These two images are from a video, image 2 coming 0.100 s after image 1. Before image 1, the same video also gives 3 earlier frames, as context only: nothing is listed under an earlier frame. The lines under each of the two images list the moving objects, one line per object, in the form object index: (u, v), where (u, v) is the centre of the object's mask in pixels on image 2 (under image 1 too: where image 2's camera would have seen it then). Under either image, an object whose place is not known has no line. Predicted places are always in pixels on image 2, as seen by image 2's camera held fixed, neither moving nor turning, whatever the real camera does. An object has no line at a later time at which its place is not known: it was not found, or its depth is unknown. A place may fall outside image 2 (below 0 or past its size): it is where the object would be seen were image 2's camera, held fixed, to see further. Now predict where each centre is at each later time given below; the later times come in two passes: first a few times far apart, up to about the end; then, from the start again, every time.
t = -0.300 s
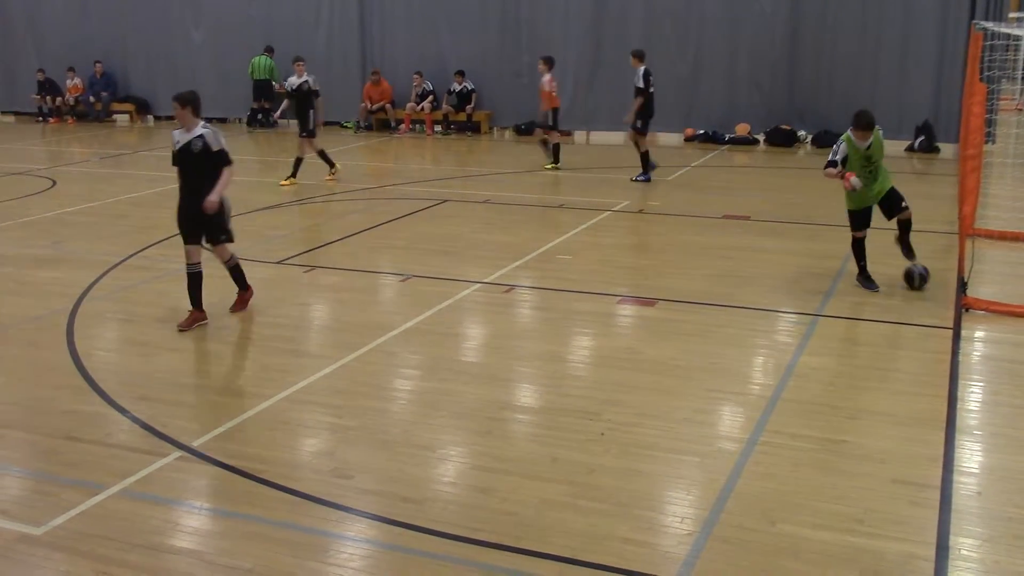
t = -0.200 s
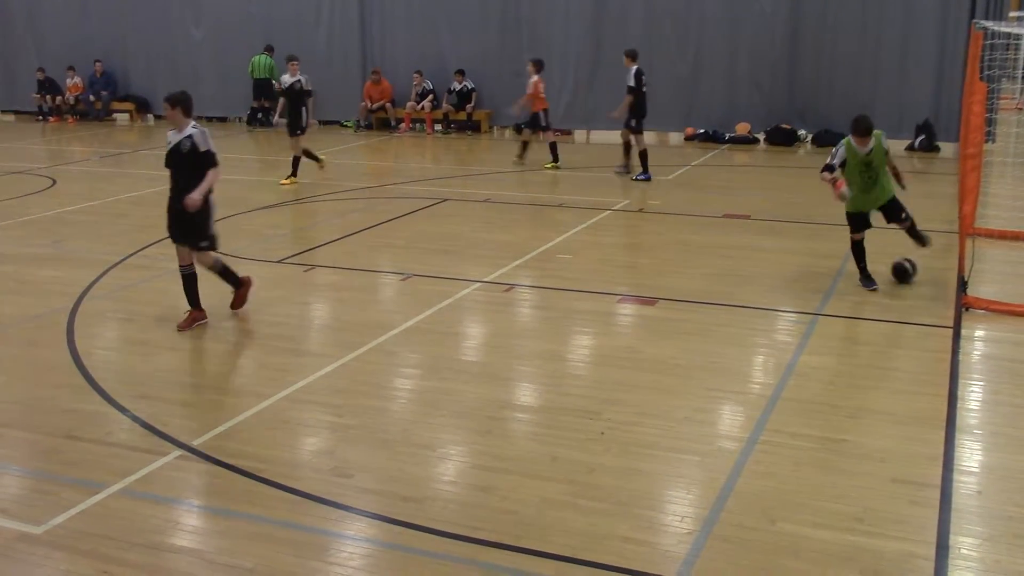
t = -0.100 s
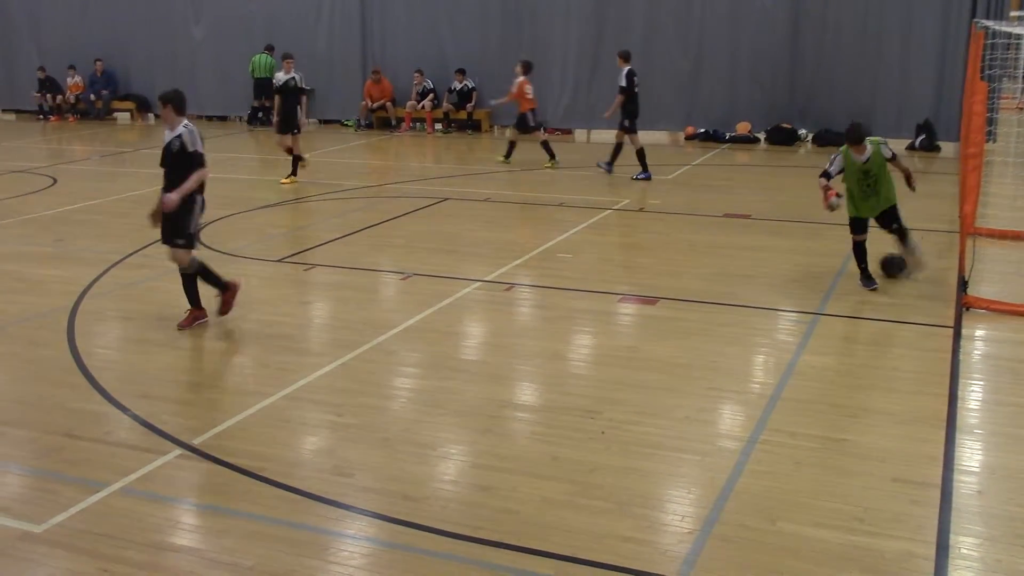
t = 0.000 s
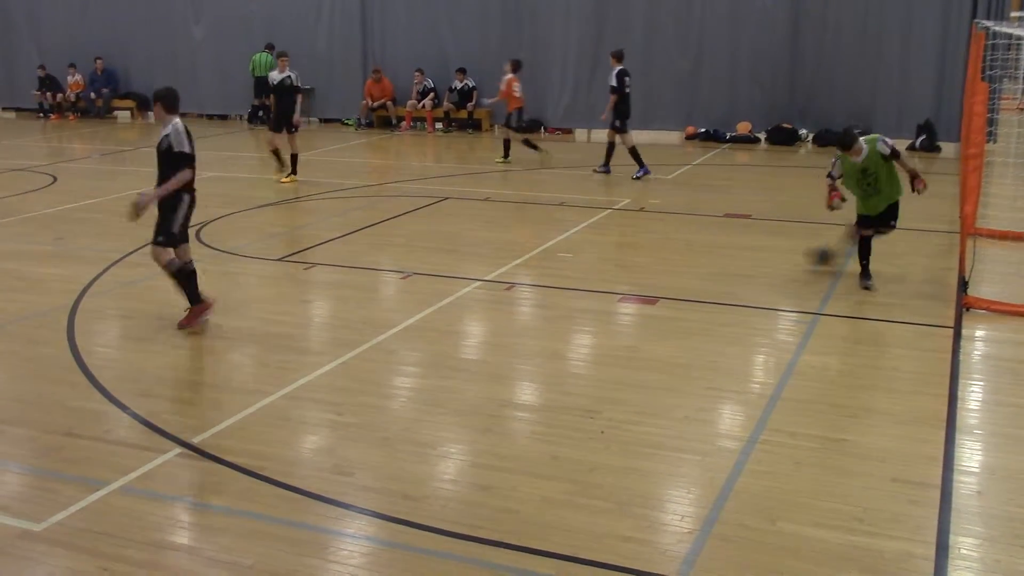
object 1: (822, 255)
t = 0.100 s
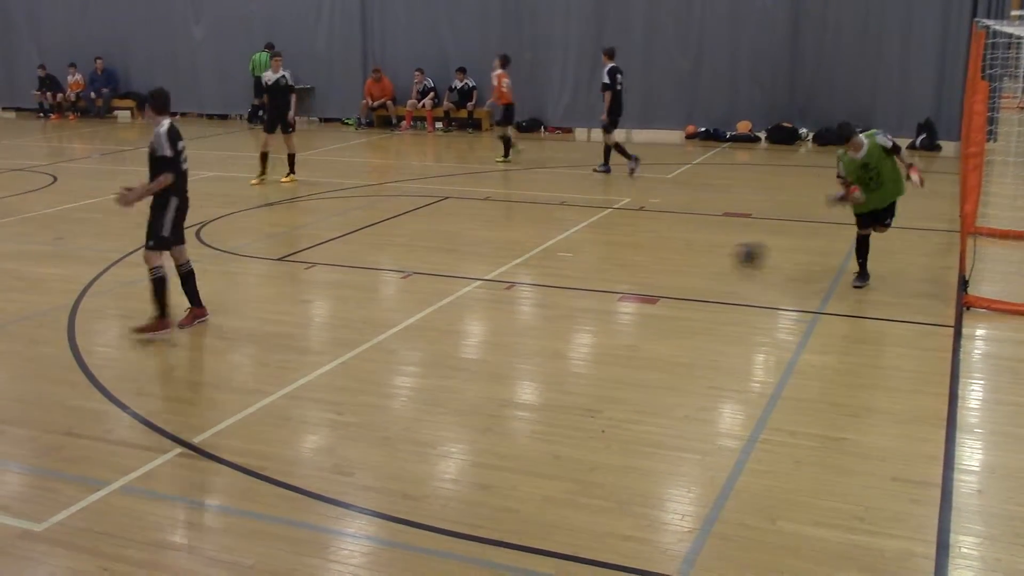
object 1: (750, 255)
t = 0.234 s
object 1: (665, 251)
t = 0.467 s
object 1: (546, 243)
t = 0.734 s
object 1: (436, 235)
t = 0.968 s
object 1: (350, 228)
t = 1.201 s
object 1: (272, 222)
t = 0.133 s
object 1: (727, 255)
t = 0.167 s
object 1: (706, 253)
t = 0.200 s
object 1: (685, 252)
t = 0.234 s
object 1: (665, 251)
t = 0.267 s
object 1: (645, 250)
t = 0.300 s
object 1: (628, 249)
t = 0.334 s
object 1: (611, 247)
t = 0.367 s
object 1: (593, 246)
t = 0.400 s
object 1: (577, 244)
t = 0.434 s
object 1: (561, 244)
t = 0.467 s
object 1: (546, 243)
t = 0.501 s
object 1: (533, 241)
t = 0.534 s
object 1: (518, 241)
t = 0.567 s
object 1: (504, 240)
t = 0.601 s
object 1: (490, 239)
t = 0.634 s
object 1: (477, 238)
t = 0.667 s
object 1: (463, 237)
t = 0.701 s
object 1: (450, 236)
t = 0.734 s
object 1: (436, 235)
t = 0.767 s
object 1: (424, 234)
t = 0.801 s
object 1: (411, 233)
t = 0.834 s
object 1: (399, 232)
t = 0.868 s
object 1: (386, 230)
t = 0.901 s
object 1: (374, 230)
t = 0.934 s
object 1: (362, 229)
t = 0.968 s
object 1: (350, 228)
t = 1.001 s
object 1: (339, 227)
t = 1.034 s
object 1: (327, 227)
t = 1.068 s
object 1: (316, 226)
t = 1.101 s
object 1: (305, 225)
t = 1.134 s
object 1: (294, 224)
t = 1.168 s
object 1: (283, 223)
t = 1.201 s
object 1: (272, 222)
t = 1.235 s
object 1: (261, 222)
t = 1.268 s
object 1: (251, 221)
